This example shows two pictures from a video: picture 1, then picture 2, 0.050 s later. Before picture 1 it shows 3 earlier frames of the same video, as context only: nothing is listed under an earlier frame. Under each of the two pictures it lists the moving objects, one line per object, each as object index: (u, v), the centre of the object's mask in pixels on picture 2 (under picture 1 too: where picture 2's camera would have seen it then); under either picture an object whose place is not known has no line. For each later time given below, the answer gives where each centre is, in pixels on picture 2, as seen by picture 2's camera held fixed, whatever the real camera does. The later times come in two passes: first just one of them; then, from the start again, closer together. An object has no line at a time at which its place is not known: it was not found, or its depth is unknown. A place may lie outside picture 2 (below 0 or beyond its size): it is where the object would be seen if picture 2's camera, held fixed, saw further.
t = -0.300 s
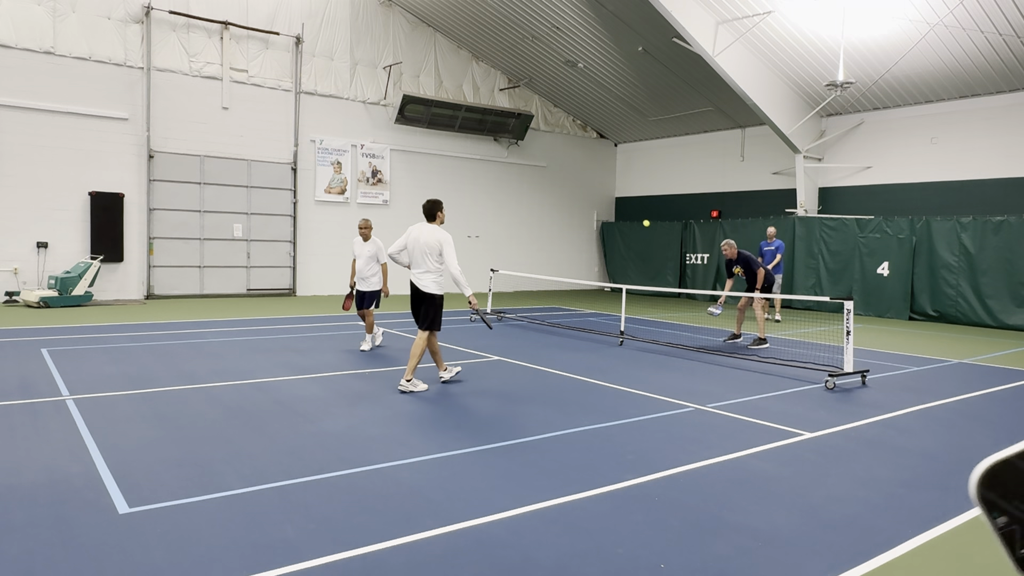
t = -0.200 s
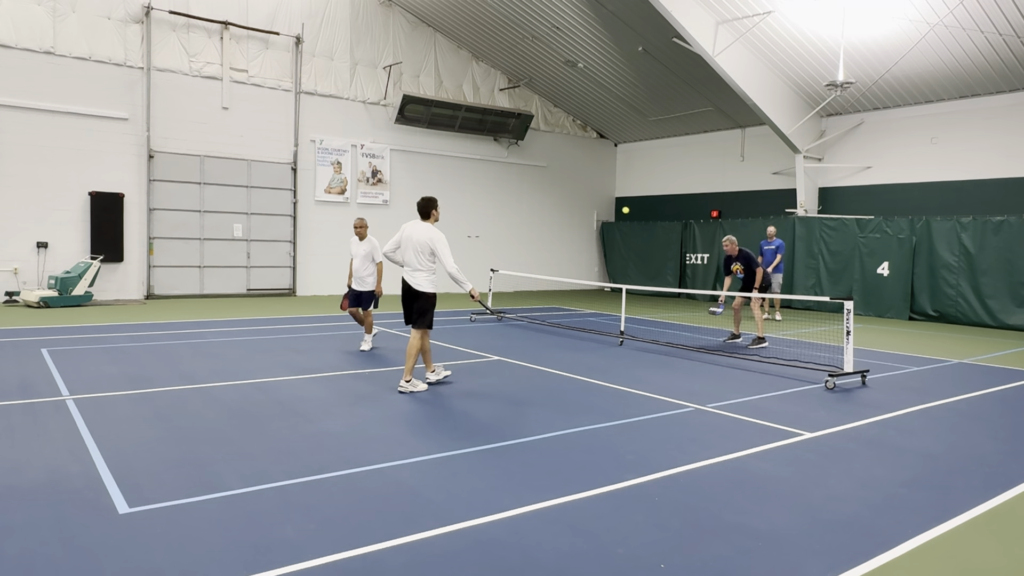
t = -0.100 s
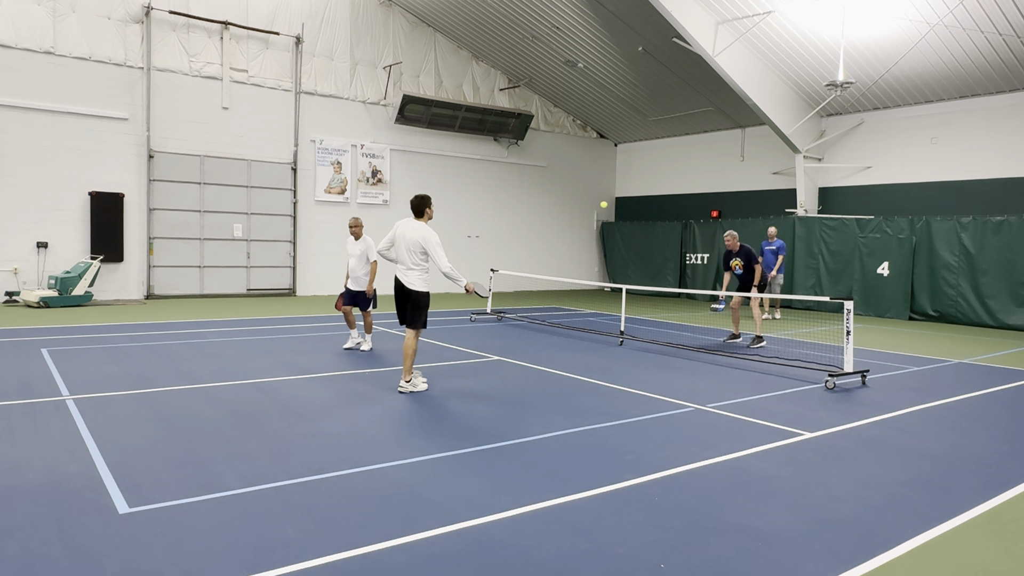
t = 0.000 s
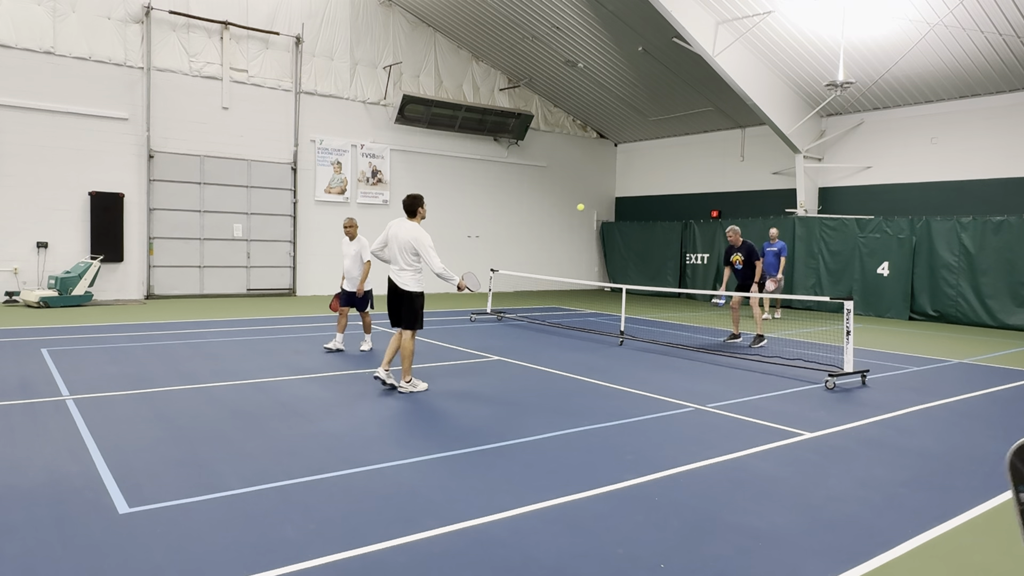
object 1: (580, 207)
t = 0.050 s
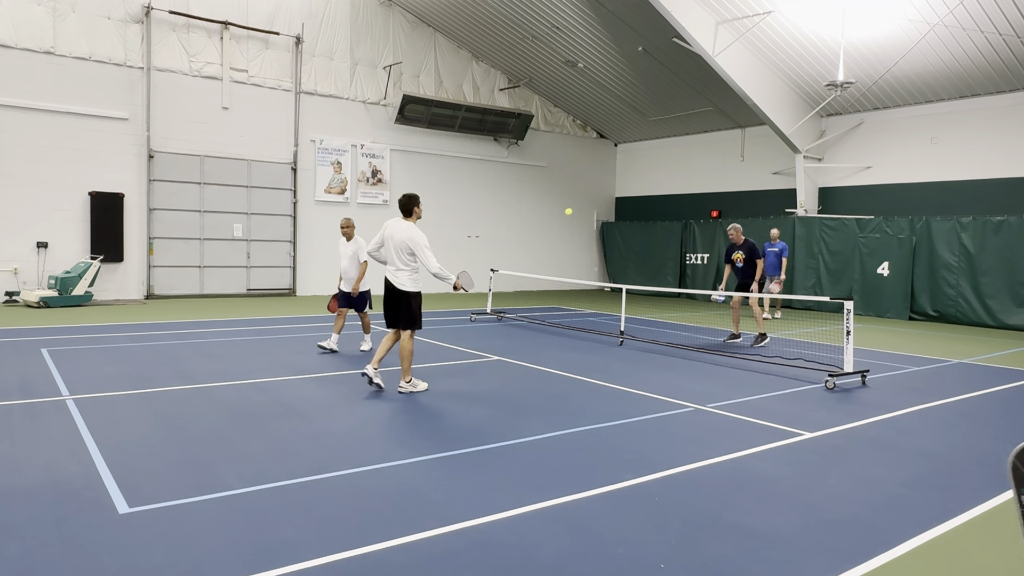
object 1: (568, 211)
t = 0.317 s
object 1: (500, 274)
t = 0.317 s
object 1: (500, 274)
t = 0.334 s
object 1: (495, 280)
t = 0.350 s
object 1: (491, 287)
